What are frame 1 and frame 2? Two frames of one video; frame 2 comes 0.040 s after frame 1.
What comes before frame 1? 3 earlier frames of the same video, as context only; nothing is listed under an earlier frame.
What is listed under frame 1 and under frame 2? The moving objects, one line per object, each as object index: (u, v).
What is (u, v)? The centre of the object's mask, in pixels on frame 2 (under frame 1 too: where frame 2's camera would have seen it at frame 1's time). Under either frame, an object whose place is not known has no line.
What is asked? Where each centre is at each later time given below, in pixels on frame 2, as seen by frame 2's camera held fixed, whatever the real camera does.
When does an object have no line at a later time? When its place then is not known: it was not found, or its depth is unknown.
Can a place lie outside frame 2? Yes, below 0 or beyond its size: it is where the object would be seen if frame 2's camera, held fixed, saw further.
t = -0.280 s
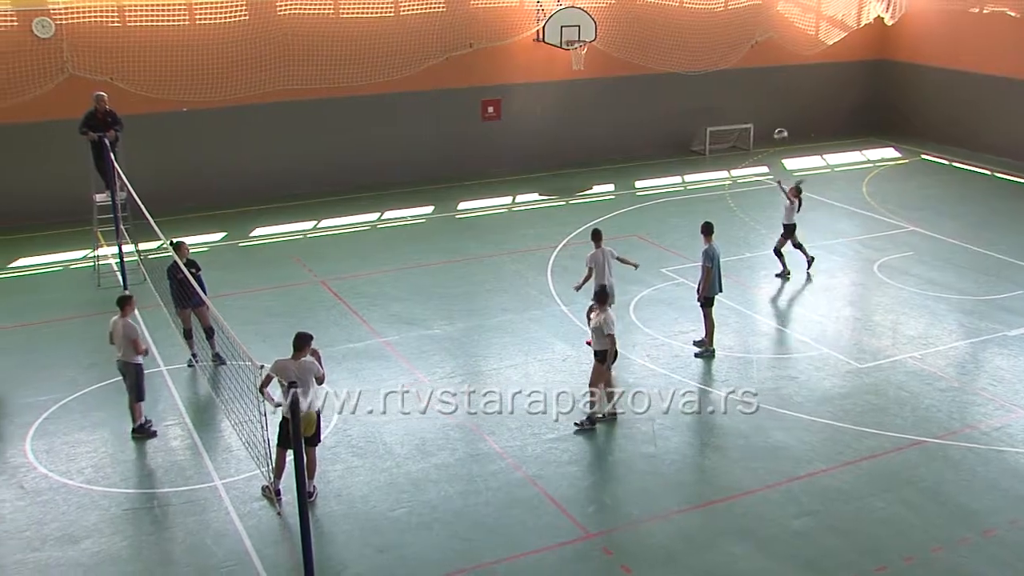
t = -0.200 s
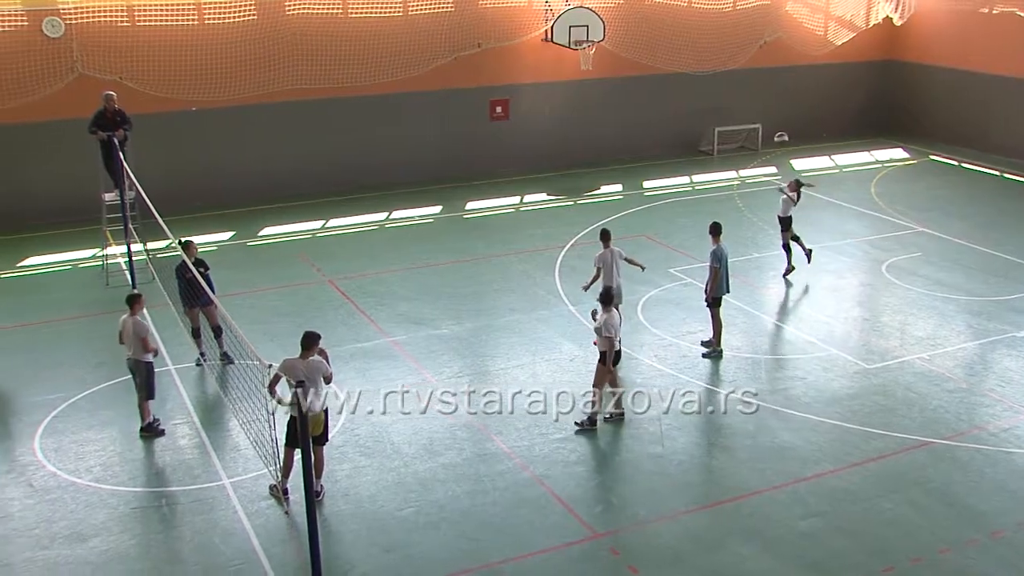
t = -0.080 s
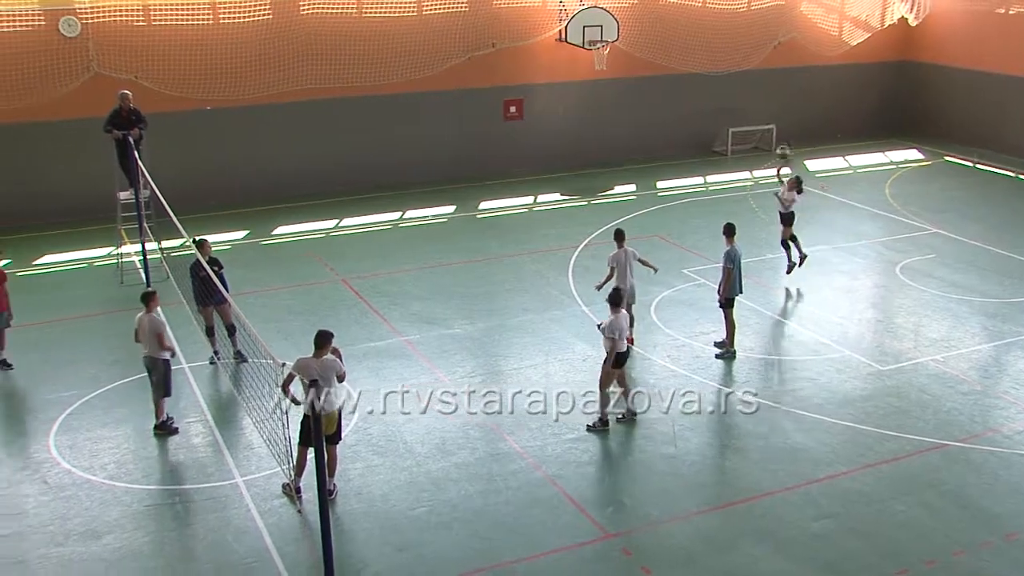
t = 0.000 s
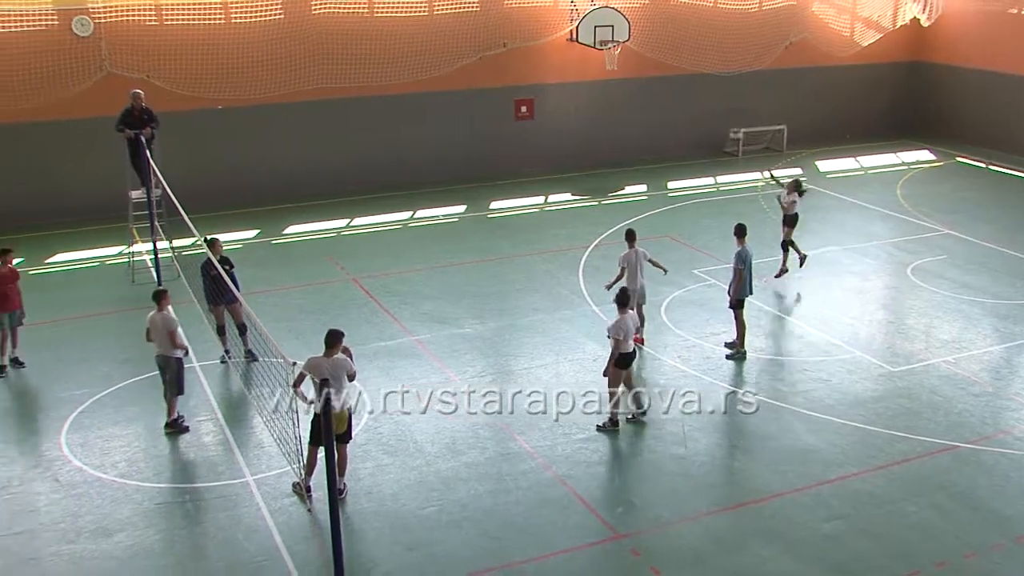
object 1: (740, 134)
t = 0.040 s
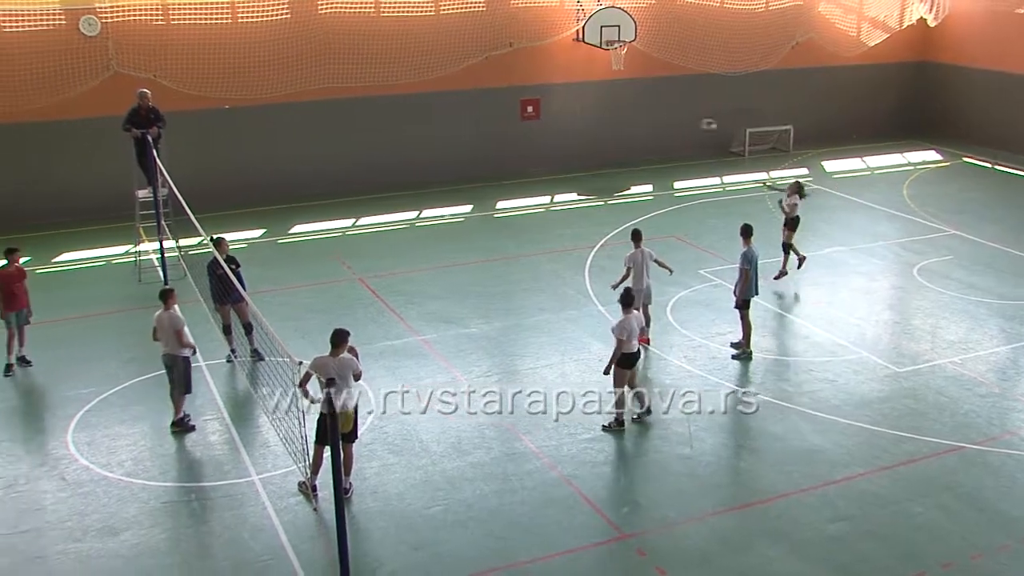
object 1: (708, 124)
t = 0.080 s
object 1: (675, 116)
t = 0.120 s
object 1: (642, 109)
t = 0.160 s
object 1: (607, 103)
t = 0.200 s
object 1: (571, 96)
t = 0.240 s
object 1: (536, 93)
